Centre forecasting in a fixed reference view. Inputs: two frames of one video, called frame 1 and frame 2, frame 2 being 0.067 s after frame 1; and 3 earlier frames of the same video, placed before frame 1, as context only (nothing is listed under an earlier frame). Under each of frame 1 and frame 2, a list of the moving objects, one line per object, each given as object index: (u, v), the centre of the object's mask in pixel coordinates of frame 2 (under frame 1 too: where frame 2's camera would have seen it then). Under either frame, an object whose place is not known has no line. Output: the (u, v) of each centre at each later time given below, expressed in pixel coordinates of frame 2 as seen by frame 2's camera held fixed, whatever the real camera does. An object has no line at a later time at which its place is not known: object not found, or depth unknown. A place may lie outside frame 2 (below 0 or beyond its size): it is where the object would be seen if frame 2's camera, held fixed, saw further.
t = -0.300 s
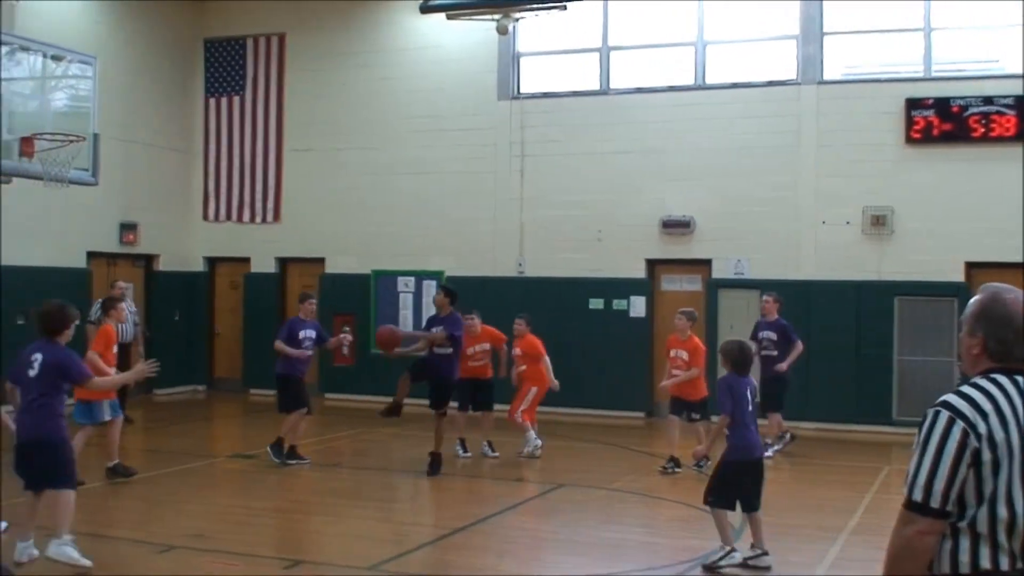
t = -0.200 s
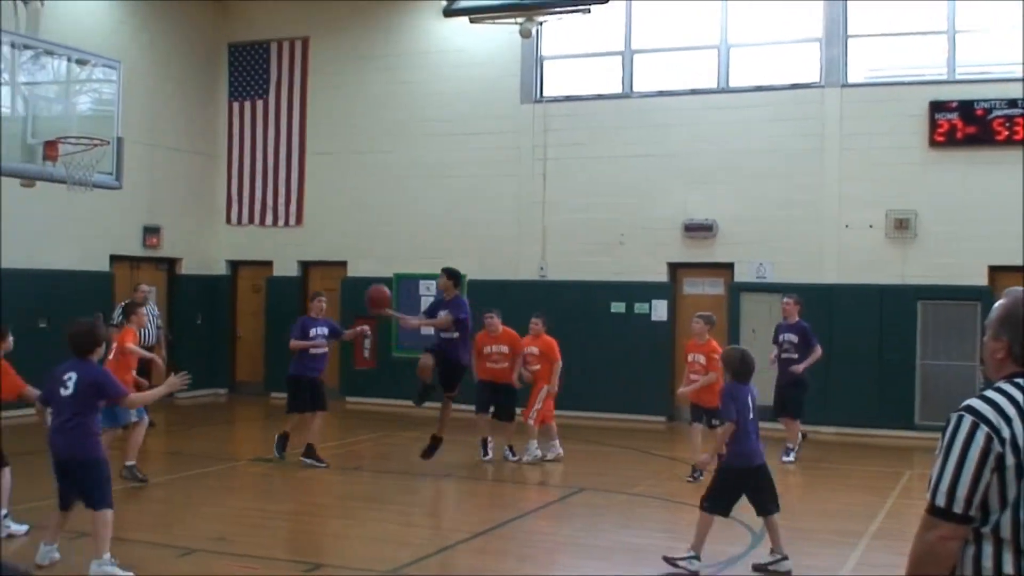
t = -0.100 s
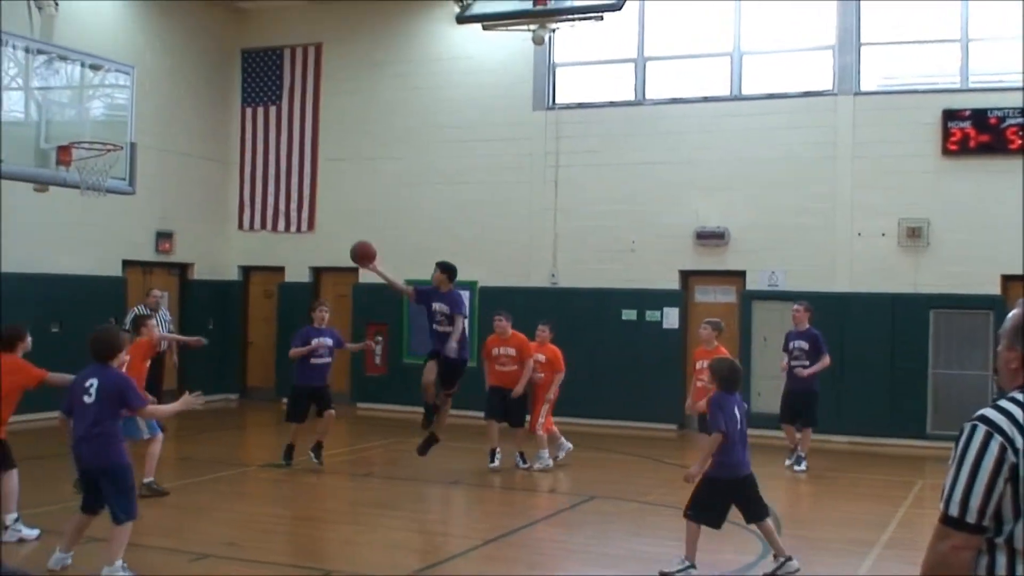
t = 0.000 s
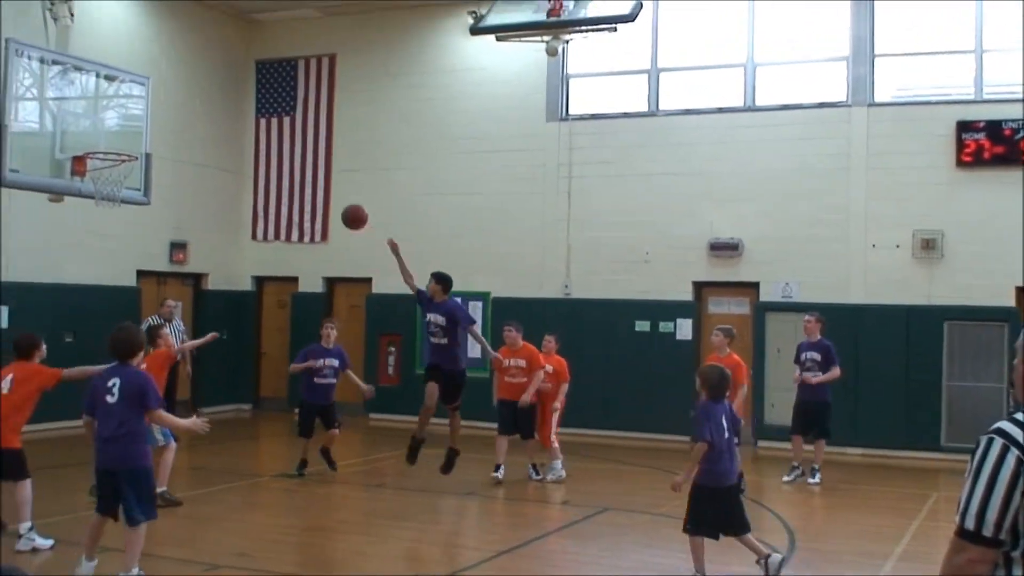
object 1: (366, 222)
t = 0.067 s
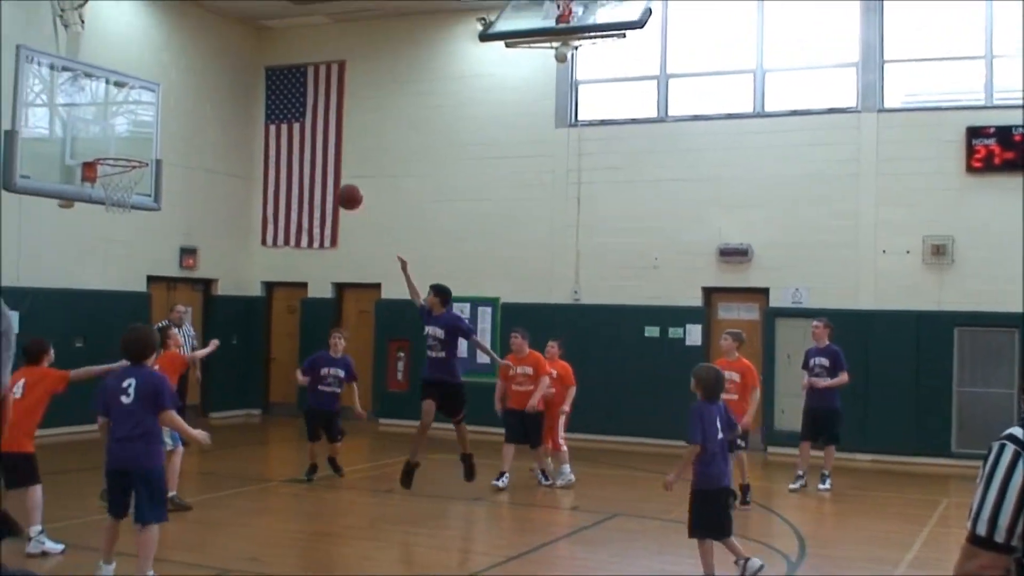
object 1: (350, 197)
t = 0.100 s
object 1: (341, 186)
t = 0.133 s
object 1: (335, 176)
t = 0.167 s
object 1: (328, 168)
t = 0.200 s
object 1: (320, 161)
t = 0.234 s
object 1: (313, 155)
